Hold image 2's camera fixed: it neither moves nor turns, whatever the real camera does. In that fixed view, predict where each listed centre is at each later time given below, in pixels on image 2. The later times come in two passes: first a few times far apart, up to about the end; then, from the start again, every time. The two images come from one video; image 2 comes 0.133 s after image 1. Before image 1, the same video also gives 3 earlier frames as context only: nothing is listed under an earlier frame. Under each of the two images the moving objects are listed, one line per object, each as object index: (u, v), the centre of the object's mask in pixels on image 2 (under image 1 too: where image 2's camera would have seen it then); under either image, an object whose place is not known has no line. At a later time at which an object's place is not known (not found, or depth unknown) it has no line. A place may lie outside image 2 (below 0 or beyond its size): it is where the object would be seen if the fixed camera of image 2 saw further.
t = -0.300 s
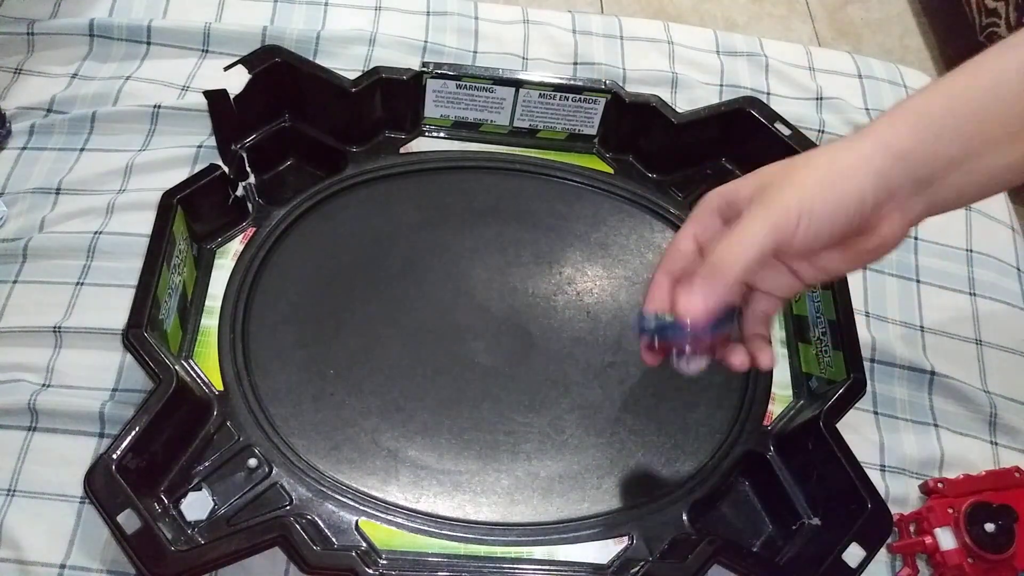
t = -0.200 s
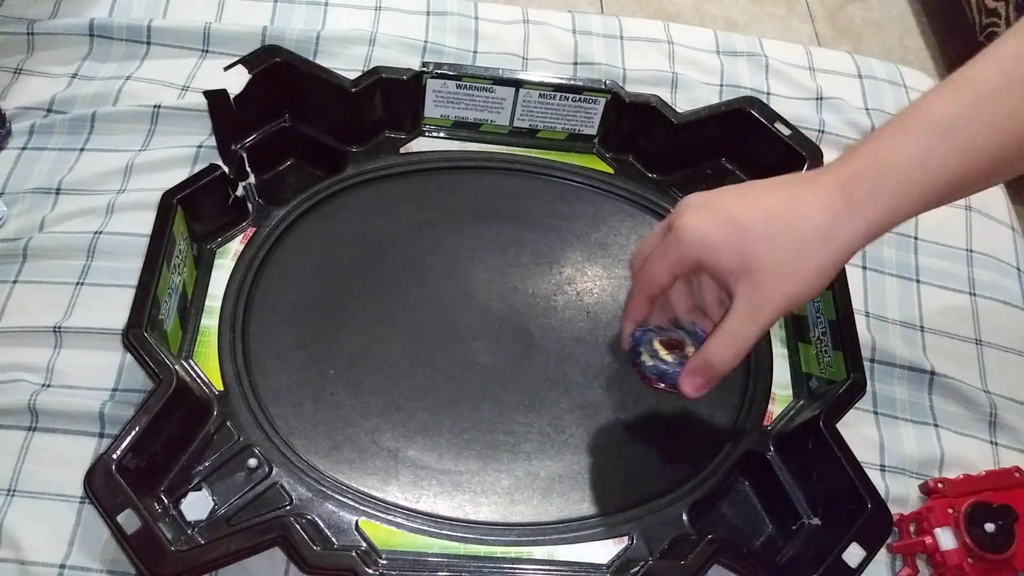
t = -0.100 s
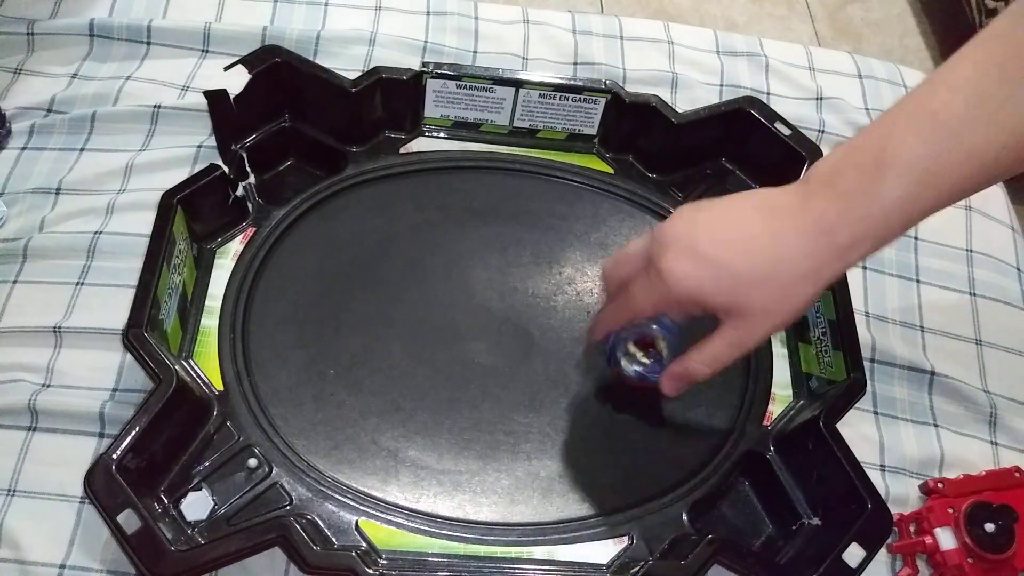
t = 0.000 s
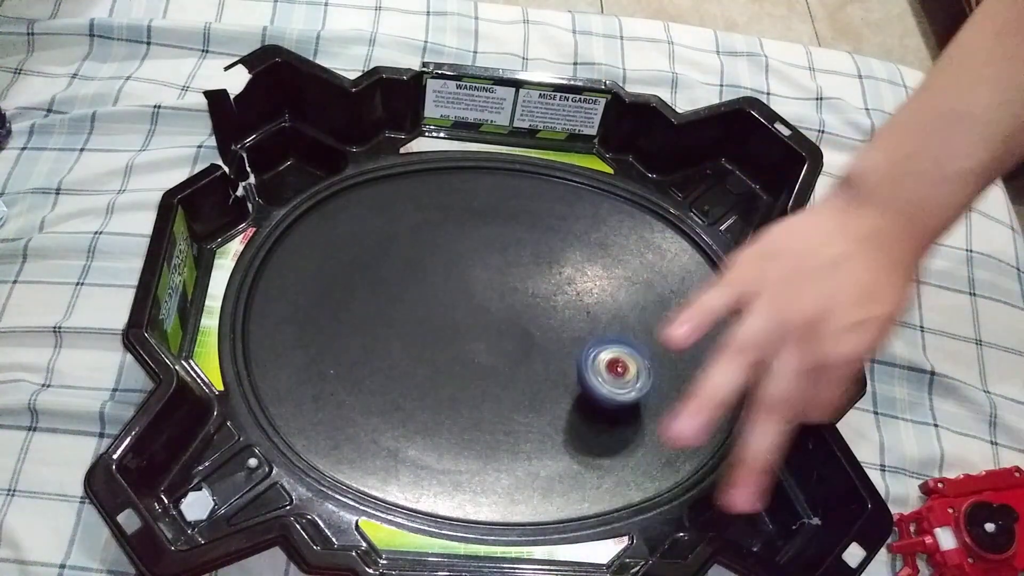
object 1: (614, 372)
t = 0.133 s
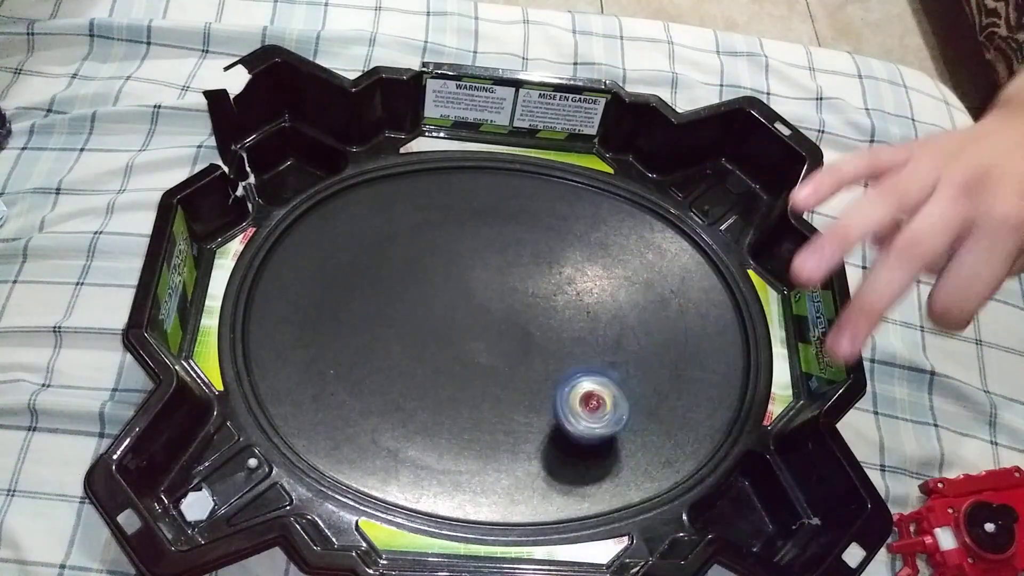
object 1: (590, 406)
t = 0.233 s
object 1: (559, 420)
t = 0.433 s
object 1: (482, 413)
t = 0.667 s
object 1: (405, 371)
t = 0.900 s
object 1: (366, 320)
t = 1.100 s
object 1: (392, 287)
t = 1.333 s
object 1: (465, 293)
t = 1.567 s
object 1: (535, 309)
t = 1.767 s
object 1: (584, 325)
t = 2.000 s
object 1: (587, 347)
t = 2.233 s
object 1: (533, 367)
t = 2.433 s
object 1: (479, 375)
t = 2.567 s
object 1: (444, 377)
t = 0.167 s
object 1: (581, 412)
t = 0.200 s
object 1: (570, 415)
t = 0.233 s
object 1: (559, 420)
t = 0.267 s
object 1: (546, 420)
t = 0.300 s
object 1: (534, 423)
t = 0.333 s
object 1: (520, 419)
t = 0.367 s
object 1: (507, 420)
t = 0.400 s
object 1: (494, 415)
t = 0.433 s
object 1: (482, 413)
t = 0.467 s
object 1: (469, 408)
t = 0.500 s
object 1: (456, 405)
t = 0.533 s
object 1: (445, 398)
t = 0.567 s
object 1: (433, 394)
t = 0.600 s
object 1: (423, 385)
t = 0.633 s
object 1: (413, 380)
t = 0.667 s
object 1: (405, 371)
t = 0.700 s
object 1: (395, 365)
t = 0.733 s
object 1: (389, 357)
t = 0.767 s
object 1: (380, 350)
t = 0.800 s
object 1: (377, 341)
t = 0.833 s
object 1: (371, 335)
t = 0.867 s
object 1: (369, 327)
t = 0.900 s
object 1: (366, 320)
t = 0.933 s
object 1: (367, 311)
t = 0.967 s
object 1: (367, 304)
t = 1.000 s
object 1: (374, 300)
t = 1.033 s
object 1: (377, 294)
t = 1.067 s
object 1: (386, 292)
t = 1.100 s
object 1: (392, 287)
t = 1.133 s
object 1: (403, 287)
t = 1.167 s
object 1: (412, 284)
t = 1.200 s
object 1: (423, 286)
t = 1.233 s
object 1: (434, 286)
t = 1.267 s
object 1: (445, 289)
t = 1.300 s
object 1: (455, 290)
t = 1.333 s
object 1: (465, 293)
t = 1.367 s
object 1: (478, 296)
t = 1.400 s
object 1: (487, 298)
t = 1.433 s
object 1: (498, 302)
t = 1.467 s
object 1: (507, 302)
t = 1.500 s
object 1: (517, 307)
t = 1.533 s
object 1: (526, 307)
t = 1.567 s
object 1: (535, 309)
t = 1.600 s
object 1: (545, 310)
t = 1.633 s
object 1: (554, 313)
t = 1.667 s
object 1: (563, 315)
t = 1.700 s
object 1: (570, 319)
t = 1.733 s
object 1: (579, 321)
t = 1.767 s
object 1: (584, 325)
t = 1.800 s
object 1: (591, 329)
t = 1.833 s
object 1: (592, 331)
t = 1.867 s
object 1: (596, 336)
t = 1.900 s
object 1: (594, 337)
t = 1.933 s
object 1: (594, 343)
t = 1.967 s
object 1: (593, 342)
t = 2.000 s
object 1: (587, 347)
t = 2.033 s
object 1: (586, 349)
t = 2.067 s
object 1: (576, 354)
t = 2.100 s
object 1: (573, 359)
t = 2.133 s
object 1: (561, 359)
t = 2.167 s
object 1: (552, 365)
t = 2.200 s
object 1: (546, 364)
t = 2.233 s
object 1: (533, 367)
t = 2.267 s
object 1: (526, 371)
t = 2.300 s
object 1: (517, 369)
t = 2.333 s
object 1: (507, 371)
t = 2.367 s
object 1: (499, 372)
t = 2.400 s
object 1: (487, 373)
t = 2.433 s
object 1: (479, 375)
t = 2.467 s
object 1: (470, 375)
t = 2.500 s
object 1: (460, 377)
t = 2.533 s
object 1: (453, 377)
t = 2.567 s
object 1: (444, 377)
